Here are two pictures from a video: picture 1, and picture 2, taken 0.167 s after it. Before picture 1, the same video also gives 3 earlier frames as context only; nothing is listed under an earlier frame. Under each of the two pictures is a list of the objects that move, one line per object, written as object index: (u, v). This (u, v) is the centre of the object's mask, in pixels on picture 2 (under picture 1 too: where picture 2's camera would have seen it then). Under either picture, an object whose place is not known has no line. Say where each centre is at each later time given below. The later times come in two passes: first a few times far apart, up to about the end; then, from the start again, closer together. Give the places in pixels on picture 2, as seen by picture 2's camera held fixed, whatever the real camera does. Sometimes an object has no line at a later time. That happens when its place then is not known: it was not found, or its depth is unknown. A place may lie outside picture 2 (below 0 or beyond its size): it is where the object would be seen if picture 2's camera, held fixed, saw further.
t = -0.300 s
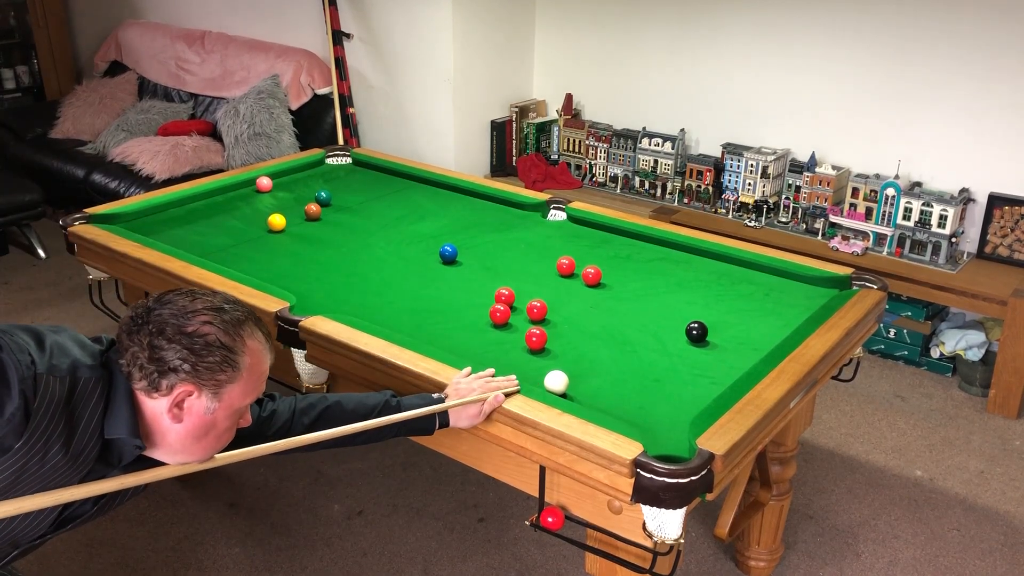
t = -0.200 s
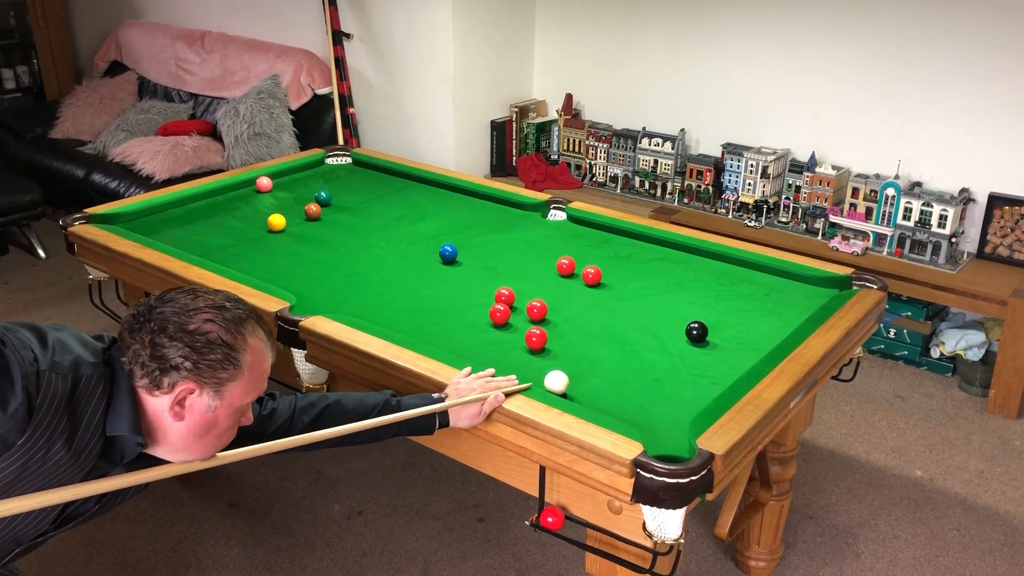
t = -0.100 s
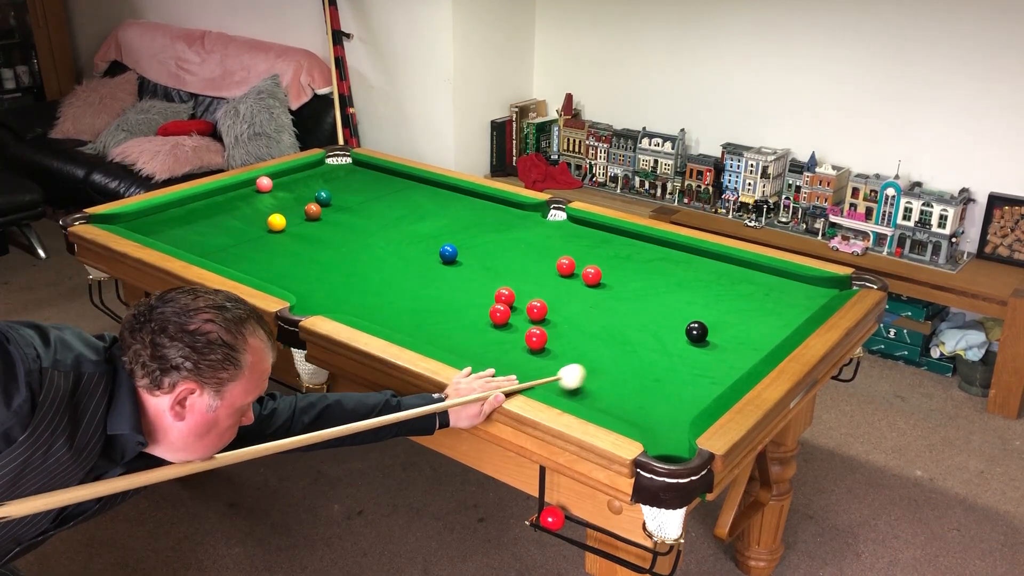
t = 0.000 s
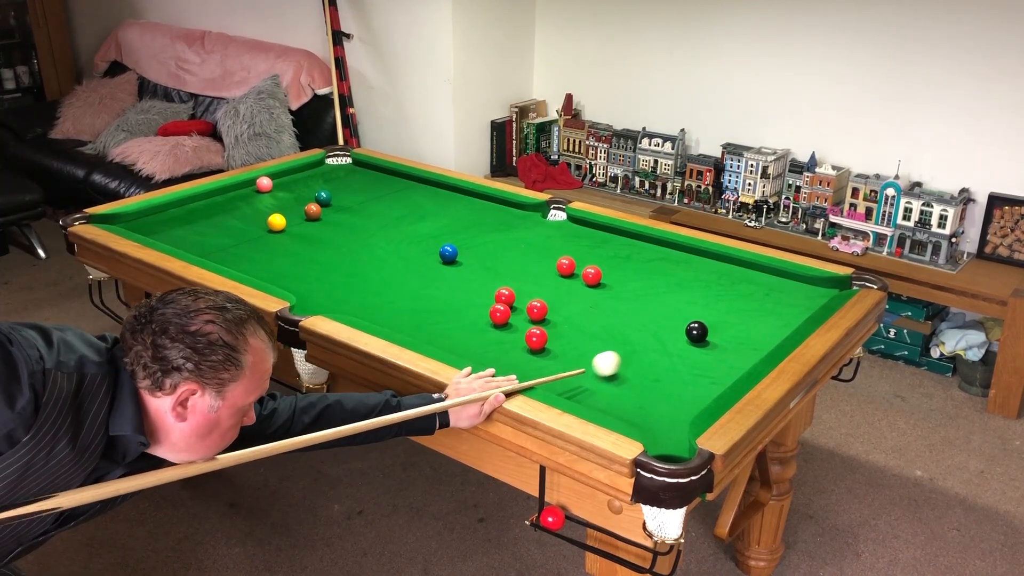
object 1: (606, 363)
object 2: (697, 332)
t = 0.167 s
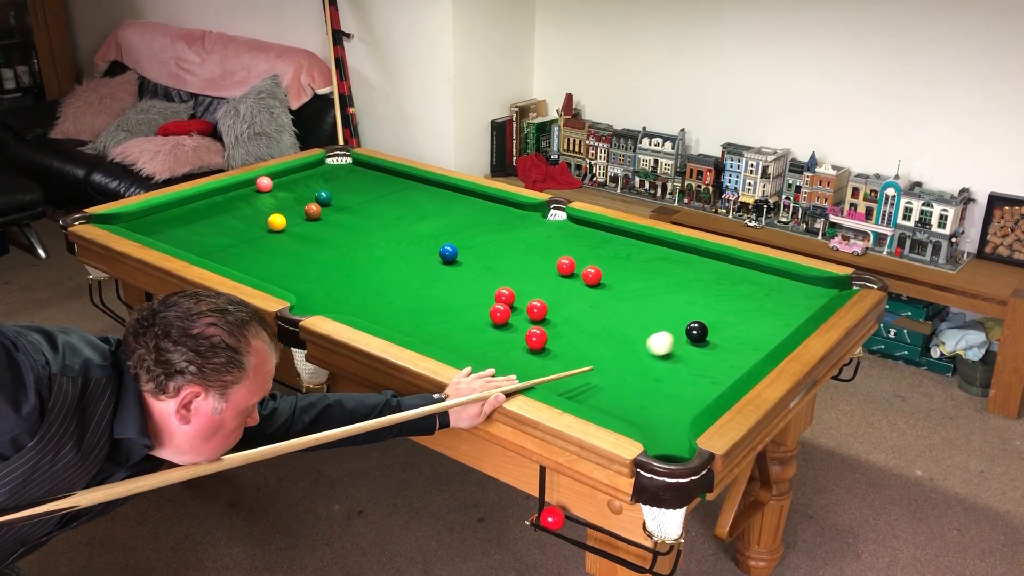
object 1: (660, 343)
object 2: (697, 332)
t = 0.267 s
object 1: (679, 336)
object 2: (707, 328)
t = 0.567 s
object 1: (696, 326)
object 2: (767, 310)
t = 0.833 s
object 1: (709, 318)
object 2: (812, 296)
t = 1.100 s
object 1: (720, 311)
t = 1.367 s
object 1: (729, 305)
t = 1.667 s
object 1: (738, 300)
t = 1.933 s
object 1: (743, 296)
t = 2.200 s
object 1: (747, 293)
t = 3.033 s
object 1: (752, 292)
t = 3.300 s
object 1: (752, 292)
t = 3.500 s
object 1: (752, 292)
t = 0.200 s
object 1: (670, 340)
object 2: (697, 332)
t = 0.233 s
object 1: (679, 336)
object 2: (699, 331)
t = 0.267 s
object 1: (679, 336)
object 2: (707, 328)
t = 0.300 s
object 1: (680, 335)
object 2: (716, 326)
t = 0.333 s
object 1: (682, 334)
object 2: (723, 324)
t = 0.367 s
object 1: (684, 332)
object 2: (730, 321)
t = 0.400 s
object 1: (686, 331)
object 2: (736, 319)
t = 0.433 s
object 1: (688, 330)
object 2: (742, 317)
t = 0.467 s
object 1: (690, 329)
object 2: (749, 315)
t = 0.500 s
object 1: (692, 328)
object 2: (755, 314)
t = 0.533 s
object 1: (694, 327)
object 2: (761, 312)
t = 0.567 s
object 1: (696, 326)
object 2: (767, 310)
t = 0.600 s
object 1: (697, 325)
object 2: (773, 308)
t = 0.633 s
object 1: (699, 323)
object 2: (779, 306)
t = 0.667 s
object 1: (701, 323)
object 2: (785, 305)
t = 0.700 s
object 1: (703, 321)
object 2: (791, 303)
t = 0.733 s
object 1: (704, 320)
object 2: (796, 301)
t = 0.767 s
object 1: (706, 319)
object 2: (802, 300)
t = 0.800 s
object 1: (707, 318)
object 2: (807, 298)
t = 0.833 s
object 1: (709, 318)
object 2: (812, 296)
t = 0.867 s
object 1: (710, 317)
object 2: (818, 295)
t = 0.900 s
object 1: (712, 316)
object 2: (822, 293)
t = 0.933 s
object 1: (713, 315)
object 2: (827, 291)
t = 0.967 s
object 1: (715, 314)
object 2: (832, 288)
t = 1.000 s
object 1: (716, 313)
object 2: (837, 286)
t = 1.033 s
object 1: (717, 312)
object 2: (842, 285)
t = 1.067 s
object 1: (719, 312)
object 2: (846, 286)
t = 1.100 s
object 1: (720, 311)
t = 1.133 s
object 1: (721, 310)
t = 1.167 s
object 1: (722, 309)
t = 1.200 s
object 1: (724, 309)
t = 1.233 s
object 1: (725, 308)
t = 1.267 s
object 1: (726, 307)
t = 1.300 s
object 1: (727, 306)
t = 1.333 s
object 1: (728, 306)
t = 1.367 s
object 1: (729, 305)
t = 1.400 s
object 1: (730, 304)
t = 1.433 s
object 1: (731, 304)
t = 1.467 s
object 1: (732, 303)
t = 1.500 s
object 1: (733, 303)
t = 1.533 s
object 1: (734, 302)
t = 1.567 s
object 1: (735, 301)
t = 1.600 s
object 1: (736, 301)
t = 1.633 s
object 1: (737, 300)
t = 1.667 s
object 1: (738, 300)
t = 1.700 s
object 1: (738, 299)
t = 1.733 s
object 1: (739, 299)
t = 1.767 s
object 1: (740, 299)
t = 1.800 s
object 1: (741, 298)
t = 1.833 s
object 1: (741, 298)
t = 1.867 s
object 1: (742, 297)
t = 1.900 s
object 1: (742, 297)
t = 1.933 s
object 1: (743, 296)
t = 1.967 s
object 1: (743, 296)
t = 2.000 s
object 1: (744, 295)
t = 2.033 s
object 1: (745, 295)
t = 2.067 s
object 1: (745, 295)
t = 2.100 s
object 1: (745, 295)
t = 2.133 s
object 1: (746, 294)
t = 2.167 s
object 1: (746, 294)
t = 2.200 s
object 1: (747, 293)
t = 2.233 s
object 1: (748, 293)
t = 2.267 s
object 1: (747, 293)
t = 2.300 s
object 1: (751, 290)
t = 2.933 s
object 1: (746, 289)
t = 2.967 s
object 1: (749, 290)
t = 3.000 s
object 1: (751, 292)
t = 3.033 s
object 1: (752, 292)
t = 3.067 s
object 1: (752, 292)
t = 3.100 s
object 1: (752, 292)
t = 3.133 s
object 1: (752, 292)
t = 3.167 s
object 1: (752, 292)
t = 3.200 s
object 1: (752, 292)
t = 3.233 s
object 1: (752, 292)
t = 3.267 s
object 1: (752, 292)
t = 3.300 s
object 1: (752, 292)
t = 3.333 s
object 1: (752, 292)
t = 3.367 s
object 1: (752, 292)
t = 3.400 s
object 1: (752, 292)
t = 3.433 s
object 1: (752, 292)
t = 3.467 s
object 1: (752, 292)
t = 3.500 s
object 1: (752, 292)
